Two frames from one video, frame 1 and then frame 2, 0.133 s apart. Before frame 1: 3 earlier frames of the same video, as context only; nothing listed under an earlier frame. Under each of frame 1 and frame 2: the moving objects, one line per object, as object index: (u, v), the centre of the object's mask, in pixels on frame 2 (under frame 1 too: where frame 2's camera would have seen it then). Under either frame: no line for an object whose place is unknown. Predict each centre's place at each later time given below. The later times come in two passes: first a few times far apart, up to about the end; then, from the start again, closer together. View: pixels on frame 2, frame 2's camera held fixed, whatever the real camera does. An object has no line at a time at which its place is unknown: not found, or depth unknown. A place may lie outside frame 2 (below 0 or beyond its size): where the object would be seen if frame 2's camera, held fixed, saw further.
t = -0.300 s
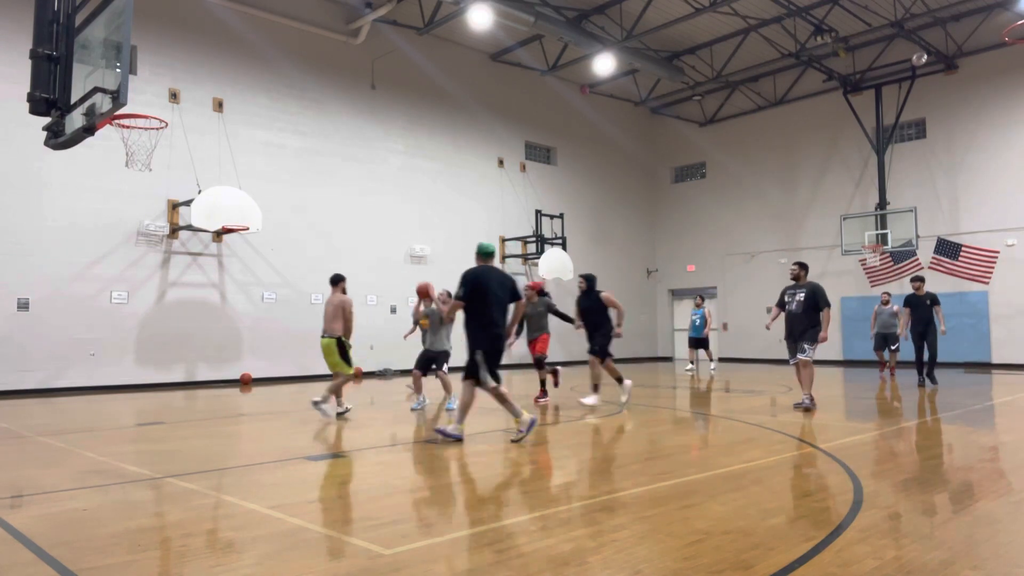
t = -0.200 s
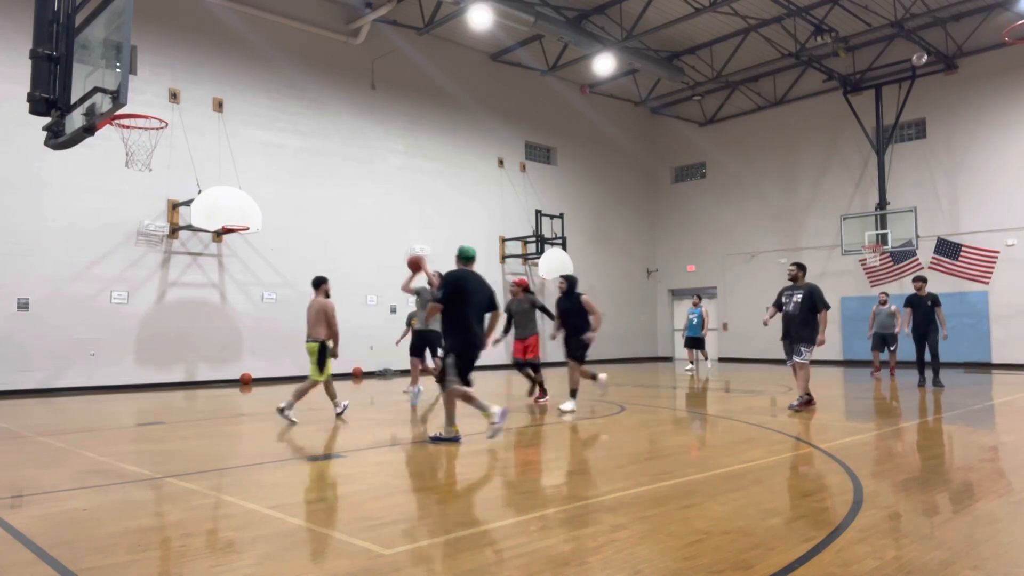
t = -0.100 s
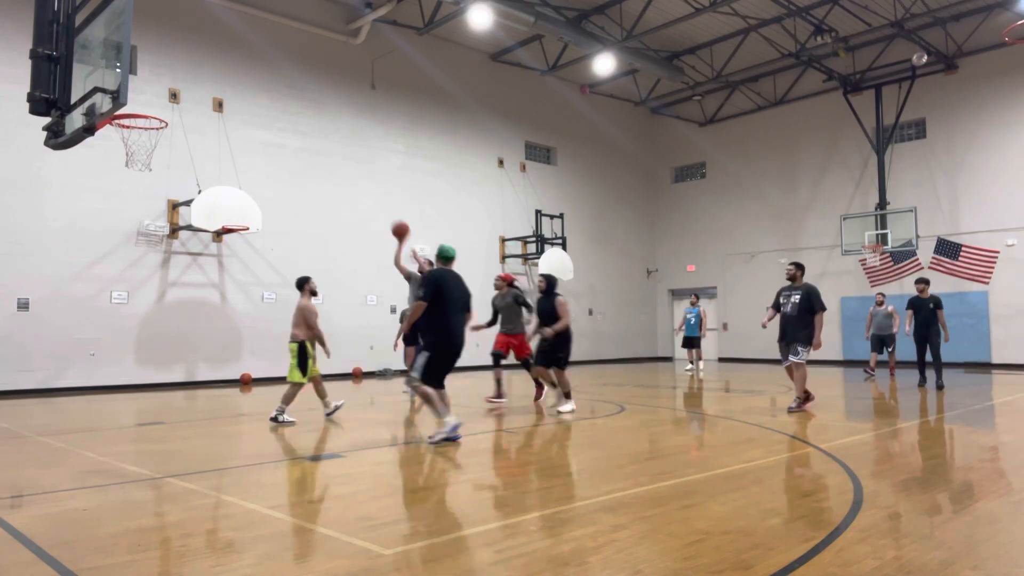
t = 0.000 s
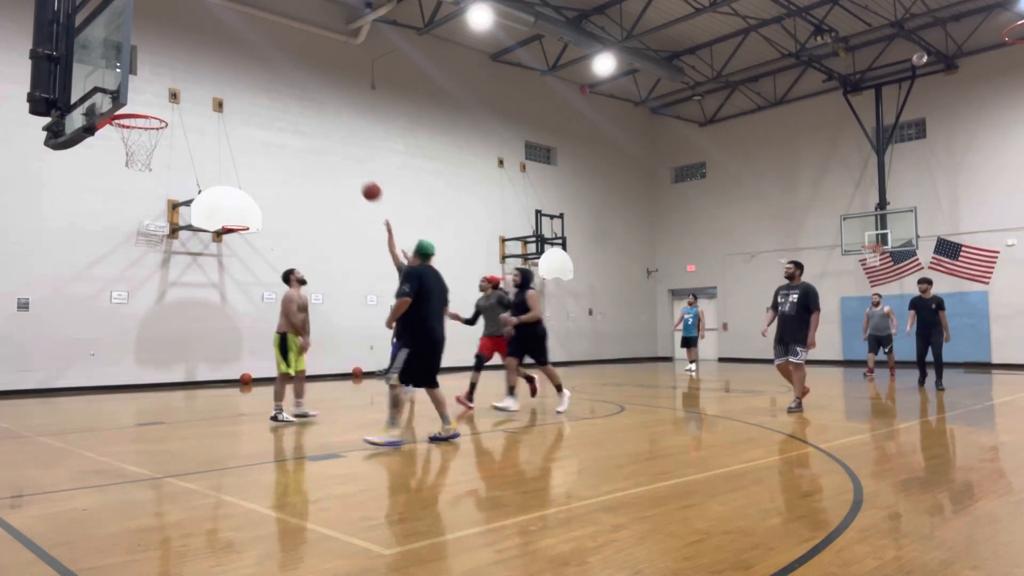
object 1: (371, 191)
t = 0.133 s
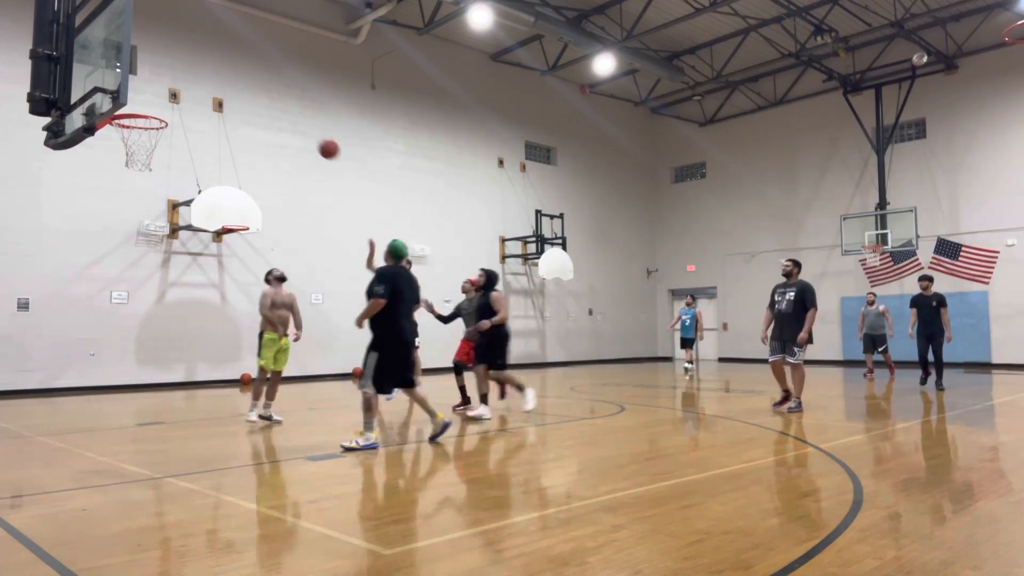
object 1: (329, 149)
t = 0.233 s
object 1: (293, 124)
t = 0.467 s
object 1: (200, 92)
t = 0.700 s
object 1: (132, 94)
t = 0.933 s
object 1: (179, 90)
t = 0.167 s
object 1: (317, 140)
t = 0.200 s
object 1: (305, 131)
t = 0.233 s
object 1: (293, 124)
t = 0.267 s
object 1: (281, 117)
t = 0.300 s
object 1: (268, 110)
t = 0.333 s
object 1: (256, 105)
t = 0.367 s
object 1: (242, 100)
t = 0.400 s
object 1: (229, 97)
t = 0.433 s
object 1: (215, 94)
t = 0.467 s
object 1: (200, 92)
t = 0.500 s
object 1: (185, 91)
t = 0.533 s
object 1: (169, 92)
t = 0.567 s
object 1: (153, 93)
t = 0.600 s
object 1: (139, 96)
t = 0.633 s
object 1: (129, 103)
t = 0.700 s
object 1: (132, 94)
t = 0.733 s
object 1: (135, 90)
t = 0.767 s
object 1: (139, 87)
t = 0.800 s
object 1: (147, 85)
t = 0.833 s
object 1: (155, 85)
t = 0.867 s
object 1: (163, 85)
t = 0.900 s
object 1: (171, 87)
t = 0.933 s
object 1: (179, 90)
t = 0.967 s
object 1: (187, 94)
